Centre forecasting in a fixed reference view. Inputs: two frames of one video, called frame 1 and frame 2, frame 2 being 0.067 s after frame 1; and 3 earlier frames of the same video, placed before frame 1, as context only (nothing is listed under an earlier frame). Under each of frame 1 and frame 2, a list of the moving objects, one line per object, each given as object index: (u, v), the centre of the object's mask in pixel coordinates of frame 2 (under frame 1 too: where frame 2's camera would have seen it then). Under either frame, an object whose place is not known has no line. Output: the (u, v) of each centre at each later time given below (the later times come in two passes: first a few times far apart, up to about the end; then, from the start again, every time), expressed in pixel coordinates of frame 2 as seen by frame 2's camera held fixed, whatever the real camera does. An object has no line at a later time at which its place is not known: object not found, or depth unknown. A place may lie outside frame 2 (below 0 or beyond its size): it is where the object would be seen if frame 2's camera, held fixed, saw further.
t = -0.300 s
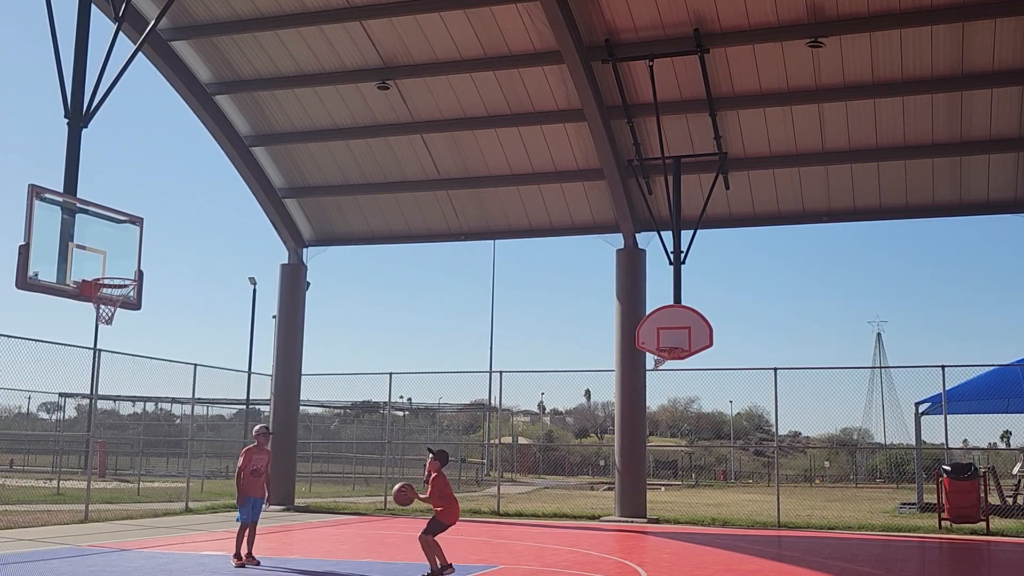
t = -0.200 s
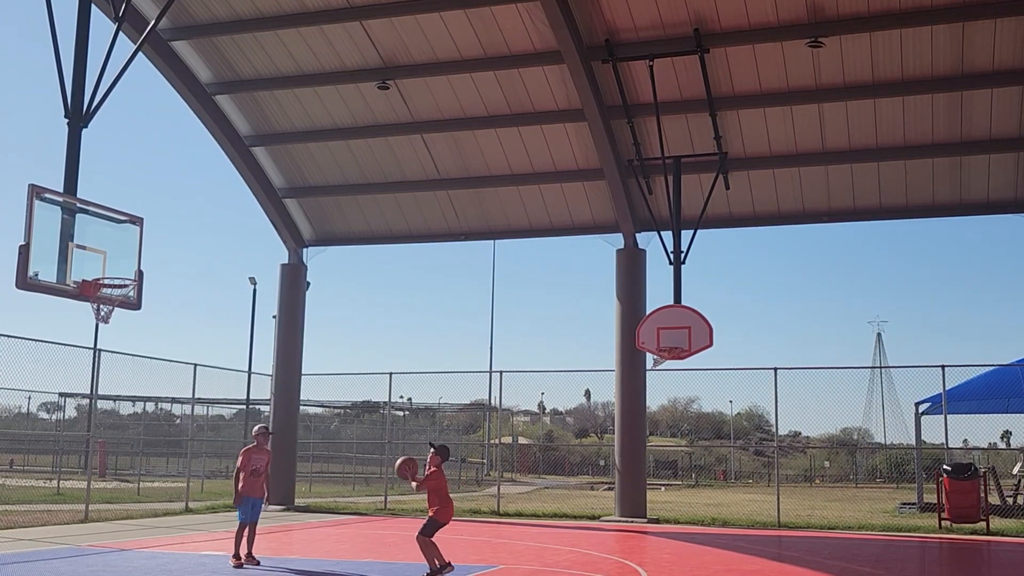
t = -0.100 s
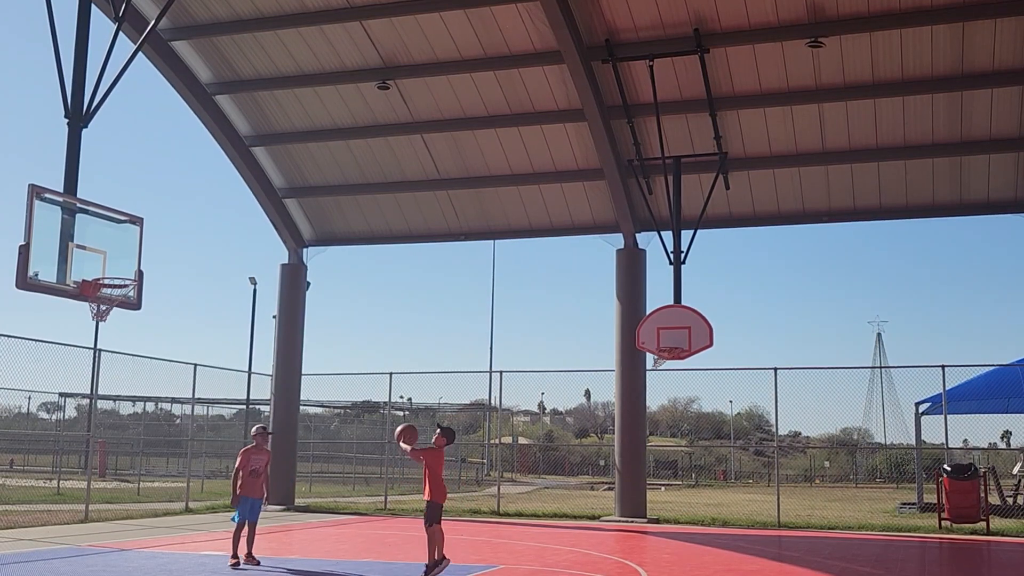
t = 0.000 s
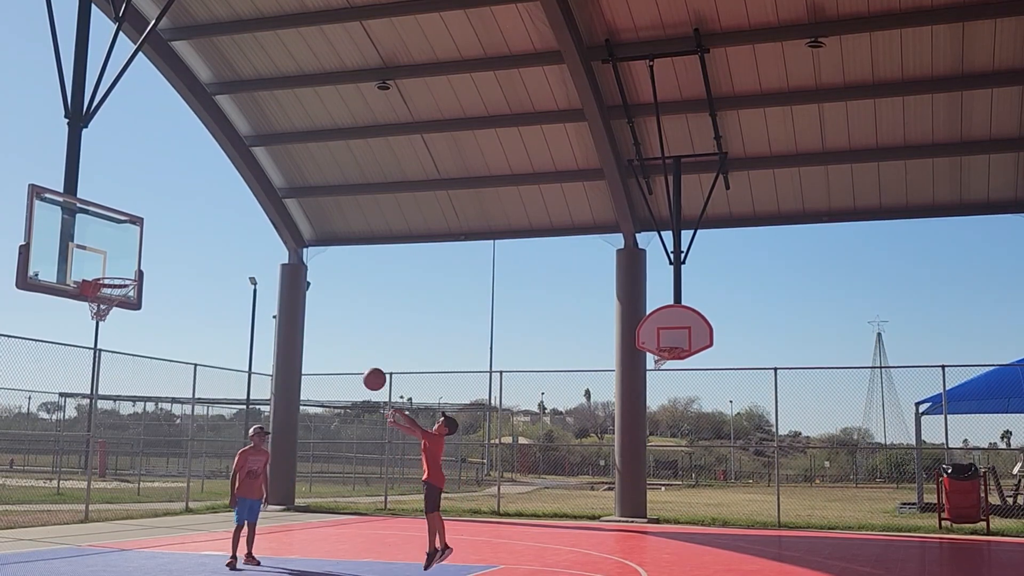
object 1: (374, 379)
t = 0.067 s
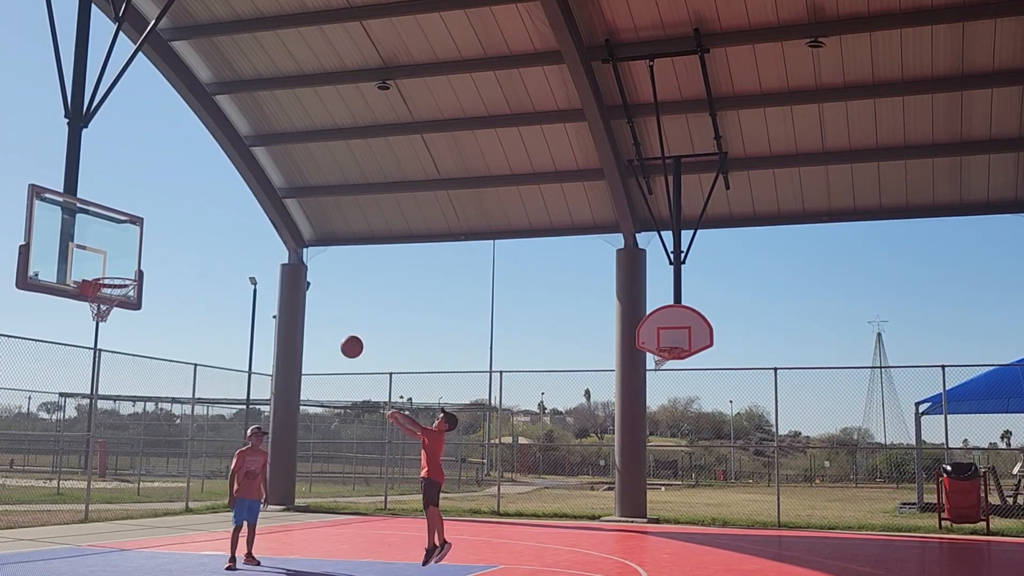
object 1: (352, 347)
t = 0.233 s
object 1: (296, 287)
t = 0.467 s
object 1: (219, 249)
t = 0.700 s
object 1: (142, 259)
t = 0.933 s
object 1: (134, 301)
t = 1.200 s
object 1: (138, 304)
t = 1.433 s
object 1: (115, 352)
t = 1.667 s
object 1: (83, 449)
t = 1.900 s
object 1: (54, 528)
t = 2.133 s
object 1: (45, 434)
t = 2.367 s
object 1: (29, 393)
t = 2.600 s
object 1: (9, 401)
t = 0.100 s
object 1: (341, 332)
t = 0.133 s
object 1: (329, 319)
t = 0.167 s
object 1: (318, 307)
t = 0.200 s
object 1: (307, 296)
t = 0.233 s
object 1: (296, 287)
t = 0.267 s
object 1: (286, 278)
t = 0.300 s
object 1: (274, 271)
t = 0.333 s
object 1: (263, 264)
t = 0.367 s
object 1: (252, 259)
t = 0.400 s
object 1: (241, 254)
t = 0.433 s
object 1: (230, 251)
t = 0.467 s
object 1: (219, 249)
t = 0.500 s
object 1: (208, 247)
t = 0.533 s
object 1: (197, 247)
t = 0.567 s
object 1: (186, 247)
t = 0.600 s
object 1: (175, 249)
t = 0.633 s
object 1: (164, 251)
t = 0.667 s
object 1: (153, 255)
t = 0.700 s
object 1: (142, 259)
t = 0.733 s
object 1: (131, 264)
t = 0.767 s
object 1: (120, 271)
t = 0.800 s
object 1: (109, 277)
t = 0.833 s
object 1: (108, 285)
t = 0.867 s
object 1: (117, 293)
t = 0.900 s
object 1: (127, 299)
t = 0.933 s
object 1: (134, 301)
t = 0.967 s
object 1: (137, 301)
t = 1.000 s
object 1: (140, 299)
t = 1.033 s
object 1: (142, 298)
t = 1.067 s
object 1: (142, 297)
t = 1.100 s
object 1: (141, 298)
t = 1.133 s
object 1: (141, 299)
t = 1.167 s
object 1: (140, 301)
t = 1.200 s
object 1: (138, 304)
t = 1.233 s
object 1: (135, 308)
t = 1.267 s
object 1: (133, 312)
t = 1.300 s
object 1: (129, 317)
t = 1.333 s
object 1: (126, 325)
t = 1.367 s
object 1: (122, 333)
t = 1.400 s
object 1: (119, 342)
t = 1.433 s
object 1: (115, 352)
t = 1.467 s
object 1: (111, 362)
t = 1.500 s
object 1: (106, 374)
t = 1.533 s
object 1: (102, 387)
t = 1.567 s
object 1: (97, 401)
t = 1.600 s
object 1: (93, 416)
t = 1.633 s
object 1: (88, 432)
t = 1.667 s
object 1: (83, 449)
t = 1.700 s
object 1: (78, 467)
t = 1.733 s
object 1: (74, 486)
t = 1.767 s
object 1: (68, 507)
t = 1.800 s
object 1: (62, 529)
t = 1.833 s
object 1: (57, 552)
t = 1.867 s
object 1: (55, 547)
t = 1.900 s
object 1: (54, 528)
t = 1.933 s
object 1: (53, 512)
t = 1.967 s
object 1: (52, 496)
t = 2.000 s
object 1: (51, 482)
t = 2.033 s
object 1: (49, 468)
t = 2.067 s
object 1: (48, 456)
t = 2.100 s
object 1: (46, 445)
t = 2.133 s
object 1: (45, 434)
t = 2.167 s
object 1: (42, 425)
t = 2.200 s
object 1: (41, 417)
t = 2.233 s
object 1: (39, 411)
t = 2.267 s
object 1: (36, 405)
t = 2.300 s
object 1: (34, 400)
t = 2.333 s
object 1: (32, 396)
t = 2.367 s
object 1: (29, 393)
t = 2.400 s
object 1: (26, 391)
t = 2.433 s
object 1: (23, 390)
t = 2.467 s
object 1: (20, 390)
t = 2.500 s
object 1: (17, 391)
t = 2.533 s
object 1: (14, 394)
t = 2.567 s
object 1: (11, 397)
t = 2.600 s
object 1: (9, 401)
